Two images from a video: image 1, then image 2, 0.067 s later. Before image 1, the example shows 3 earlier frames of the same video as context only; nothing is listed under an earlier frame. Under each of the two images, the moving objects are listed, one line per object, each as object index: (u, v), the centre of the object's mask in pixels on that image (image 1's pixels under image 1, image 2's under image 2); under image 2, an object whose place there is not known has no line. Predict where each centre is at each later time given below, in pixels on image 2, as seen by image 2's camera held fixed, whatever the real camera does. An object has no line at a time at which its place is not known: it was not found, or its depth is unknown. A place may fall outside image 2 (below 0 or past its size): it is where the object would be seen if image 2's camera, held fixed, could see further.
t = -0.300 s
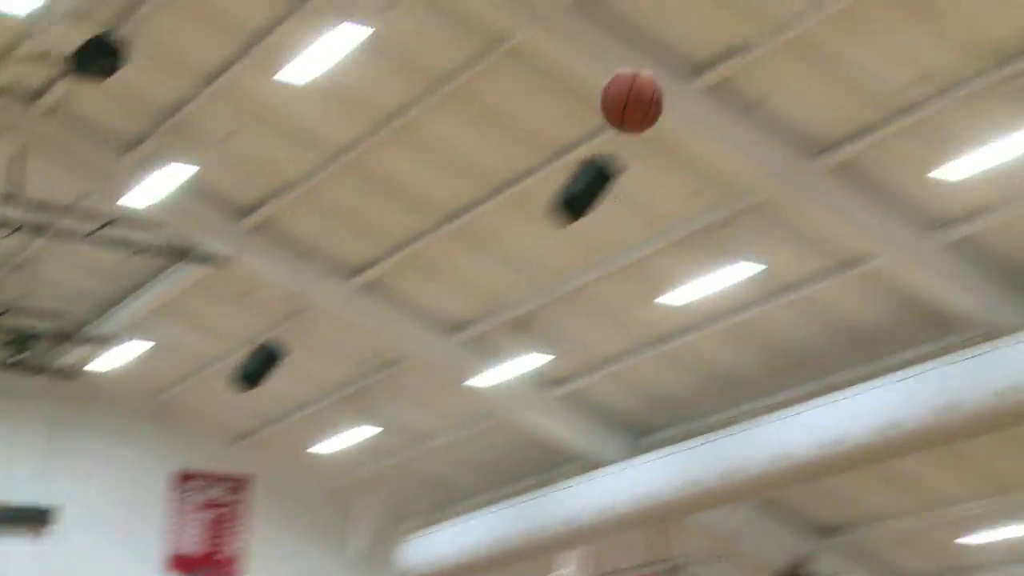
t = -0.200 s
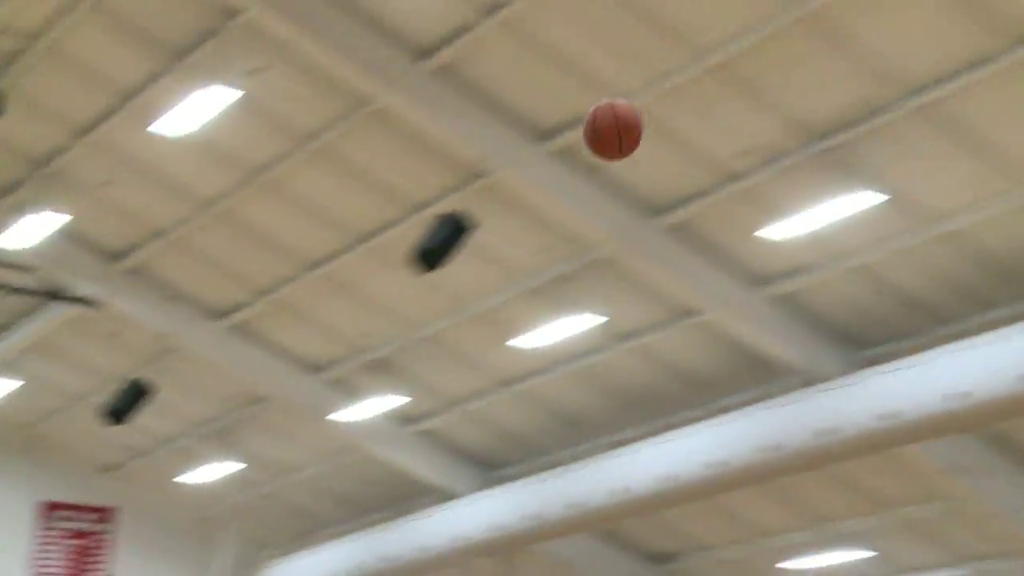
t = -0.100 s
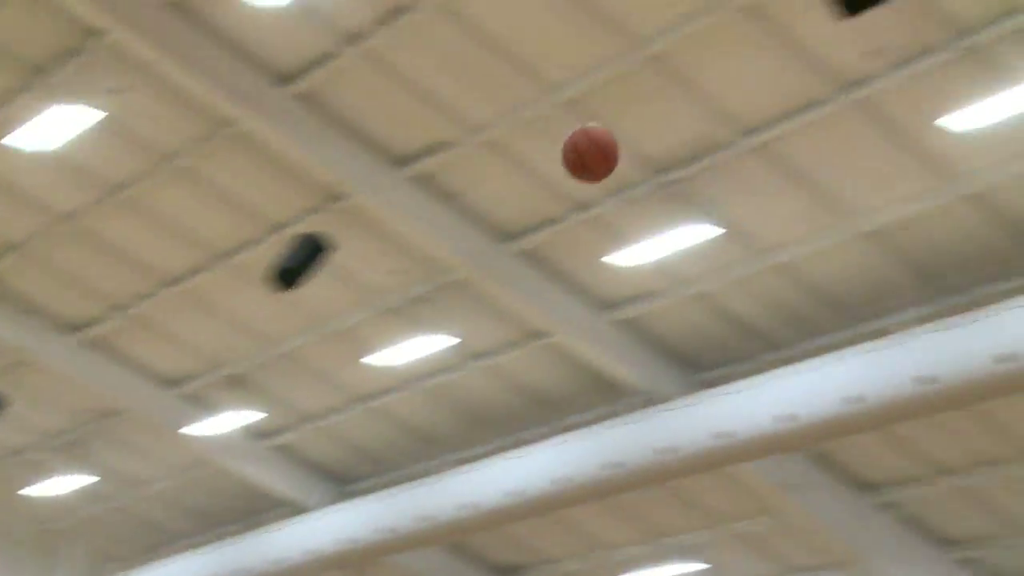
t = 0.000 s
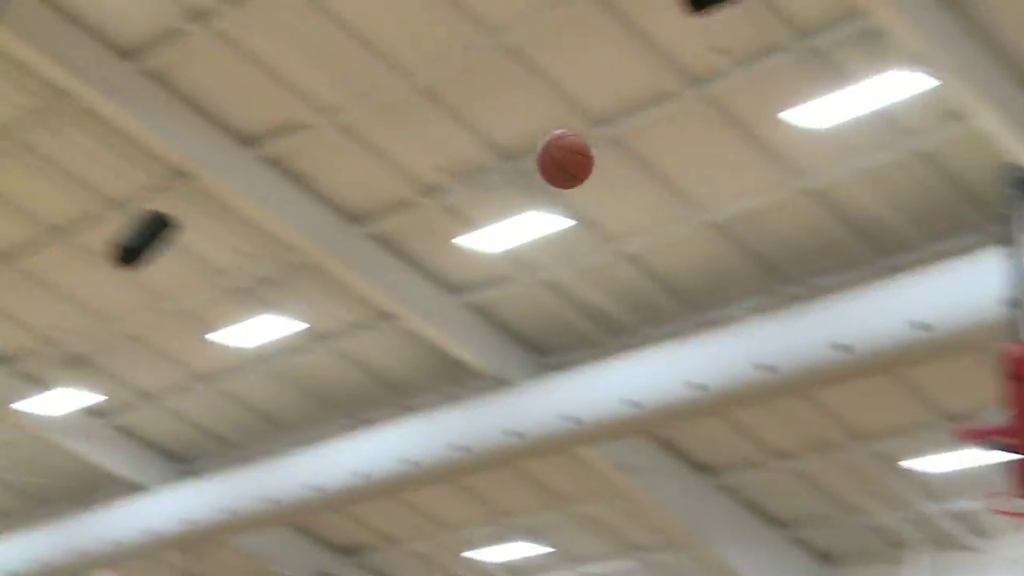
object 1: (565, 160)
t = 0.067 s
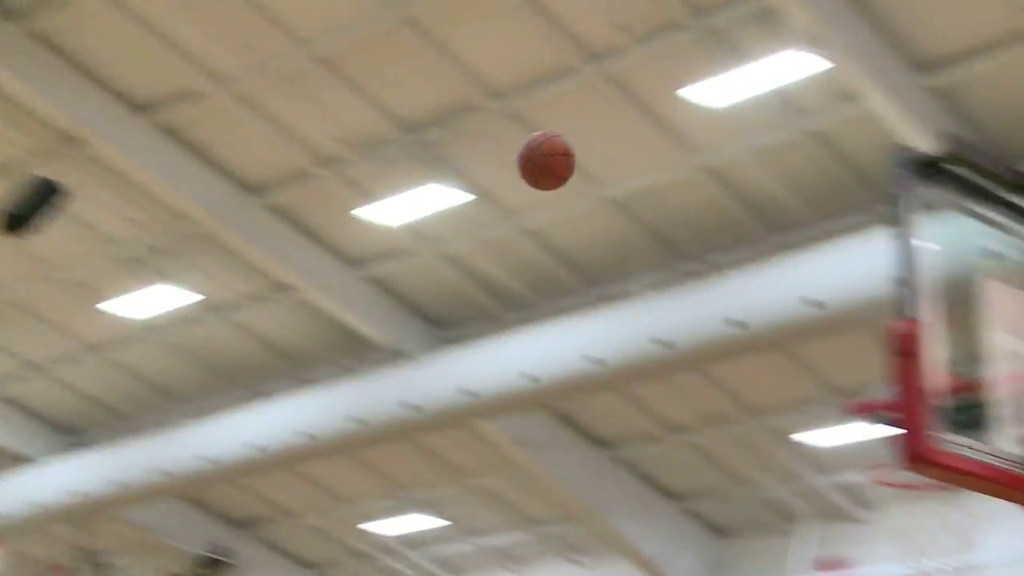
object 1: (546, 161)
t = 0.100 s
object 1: (589, 181)
